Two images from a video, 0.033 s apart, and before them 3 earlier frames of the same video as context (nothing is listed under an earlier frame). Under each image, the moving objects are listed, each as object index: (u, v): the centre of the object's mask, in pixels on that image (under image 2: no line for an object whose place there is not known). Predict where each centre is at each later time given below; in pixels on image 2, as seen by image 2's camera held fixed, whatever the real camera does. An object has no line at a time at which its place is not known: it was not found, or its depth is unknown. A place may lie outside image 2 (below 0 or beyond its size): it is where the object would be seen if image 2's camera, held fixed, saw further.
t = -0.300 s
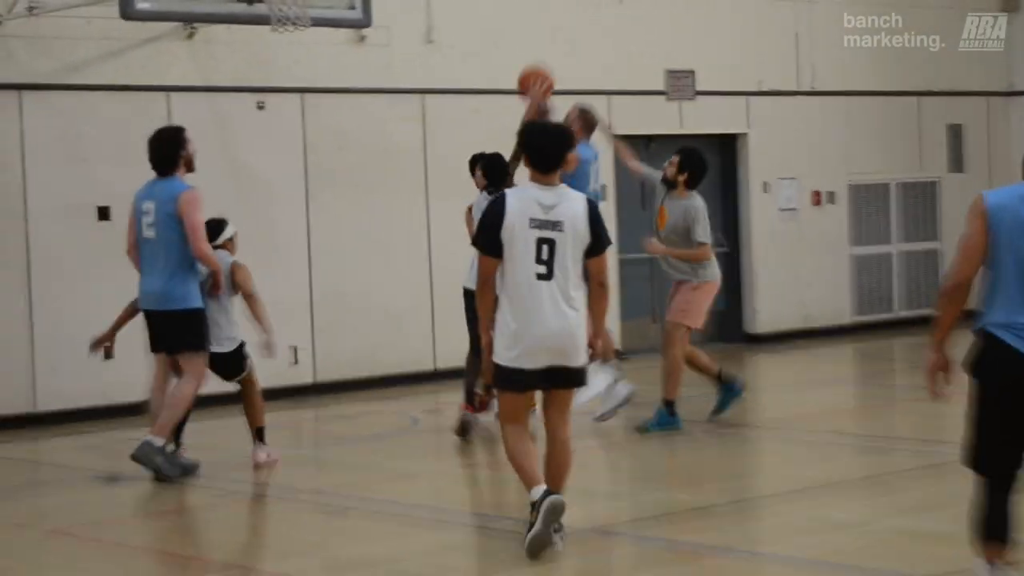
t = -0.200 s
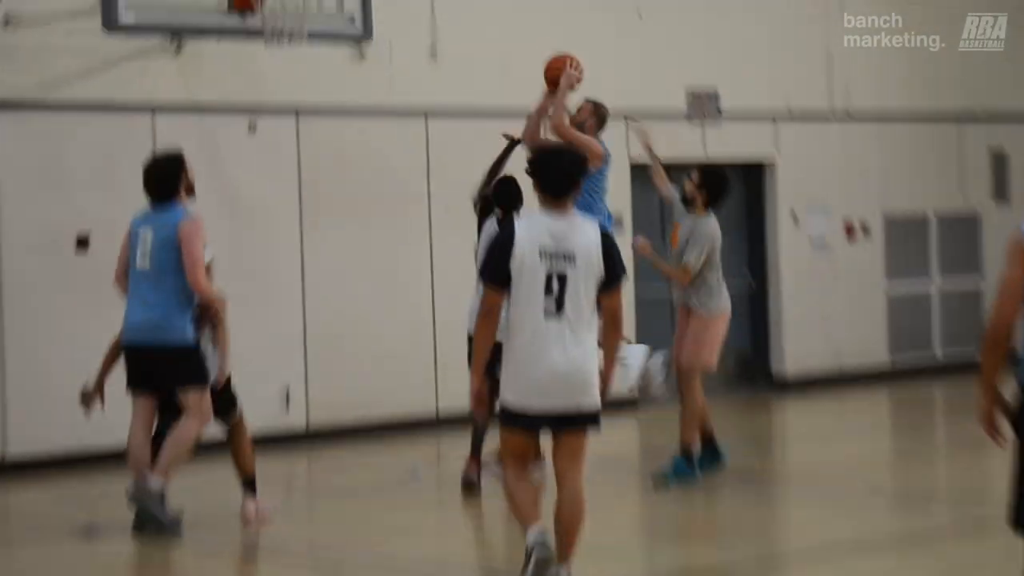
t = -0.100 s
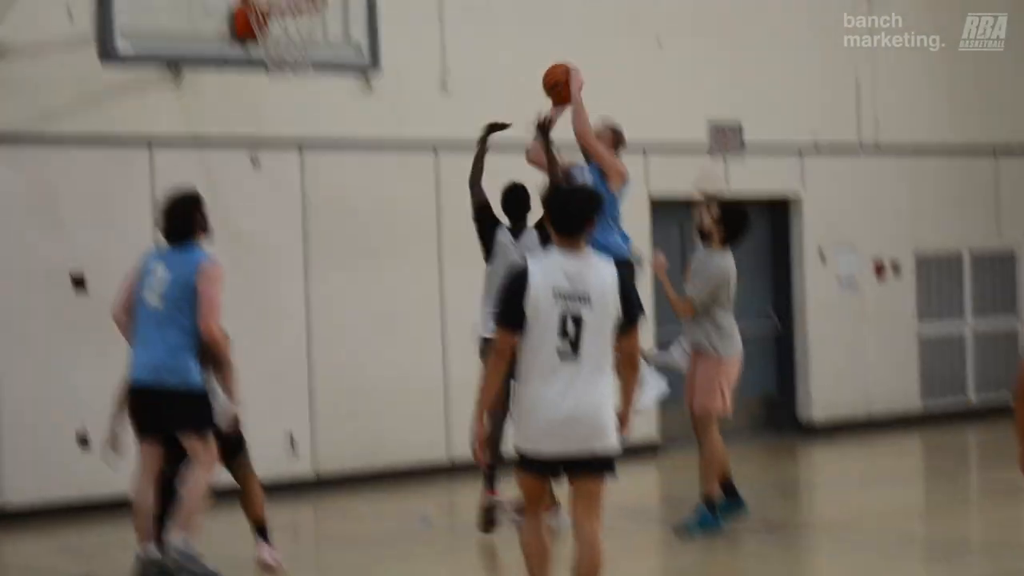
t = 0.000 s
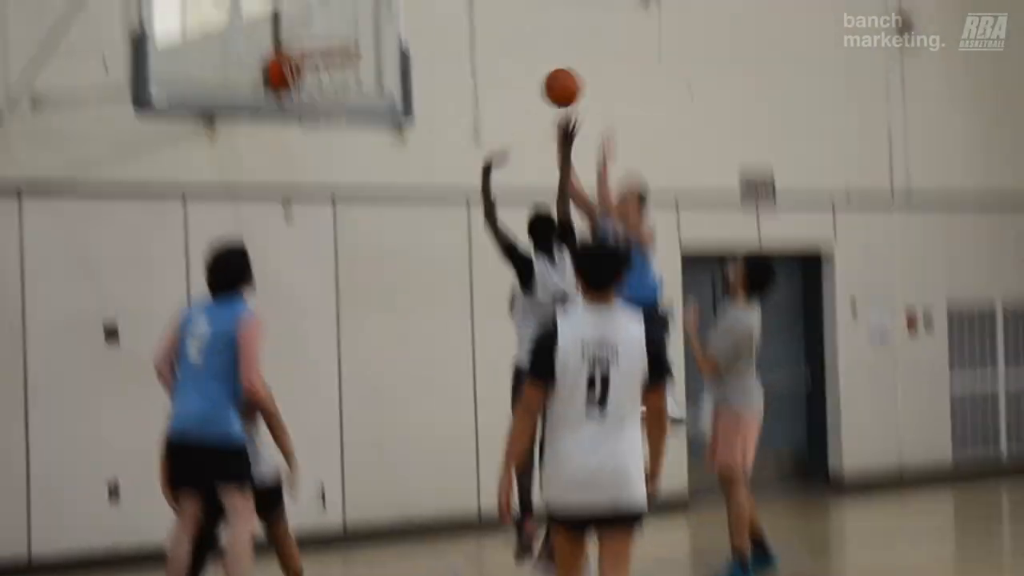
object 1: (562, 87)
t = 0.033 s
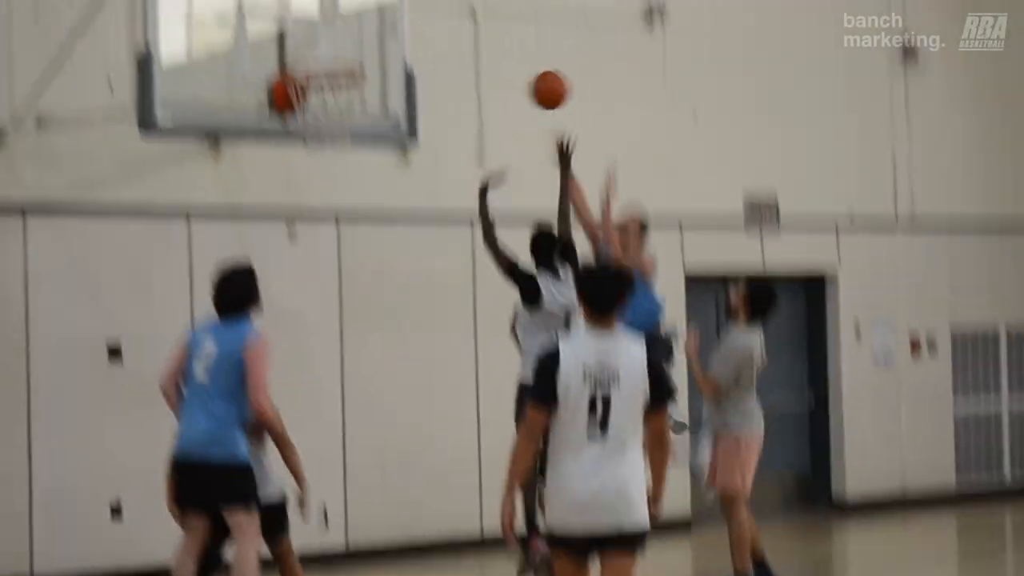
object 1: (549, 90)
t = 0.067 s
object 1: (531, 74)
